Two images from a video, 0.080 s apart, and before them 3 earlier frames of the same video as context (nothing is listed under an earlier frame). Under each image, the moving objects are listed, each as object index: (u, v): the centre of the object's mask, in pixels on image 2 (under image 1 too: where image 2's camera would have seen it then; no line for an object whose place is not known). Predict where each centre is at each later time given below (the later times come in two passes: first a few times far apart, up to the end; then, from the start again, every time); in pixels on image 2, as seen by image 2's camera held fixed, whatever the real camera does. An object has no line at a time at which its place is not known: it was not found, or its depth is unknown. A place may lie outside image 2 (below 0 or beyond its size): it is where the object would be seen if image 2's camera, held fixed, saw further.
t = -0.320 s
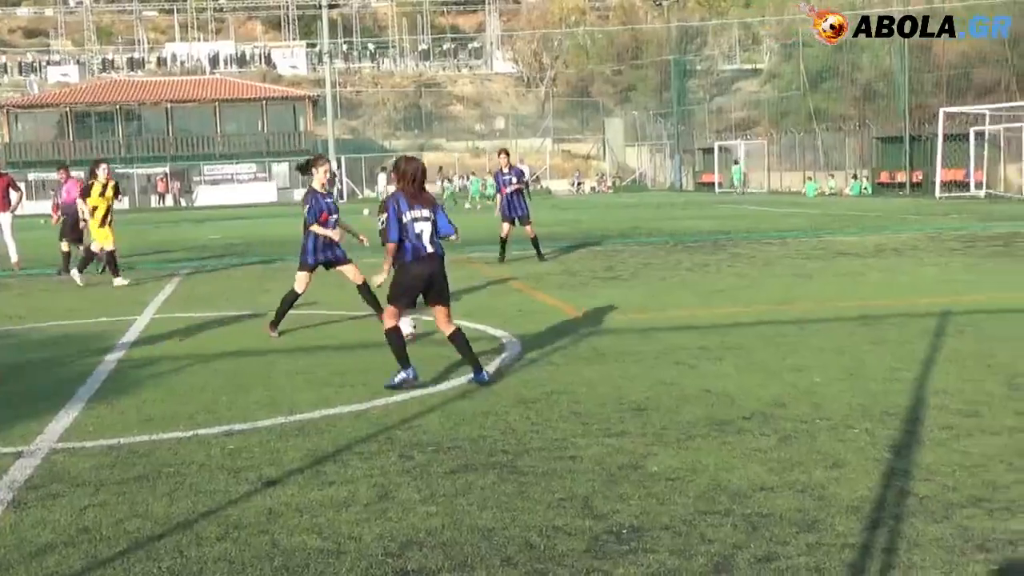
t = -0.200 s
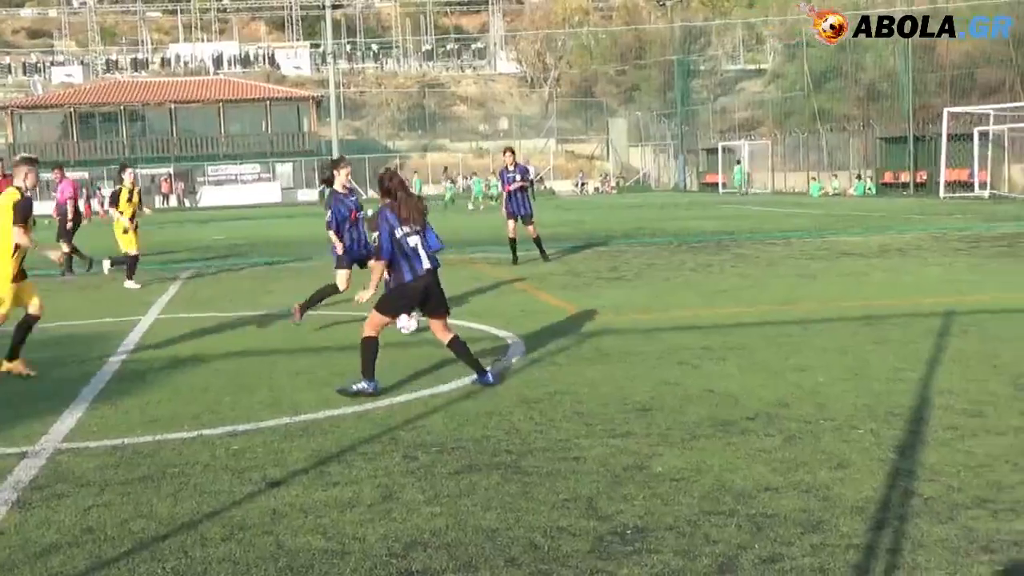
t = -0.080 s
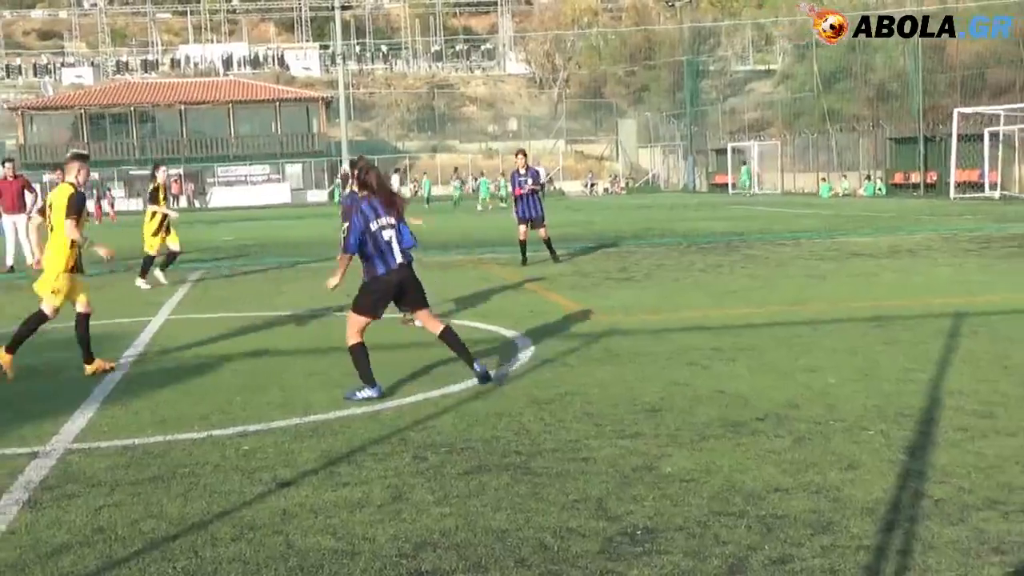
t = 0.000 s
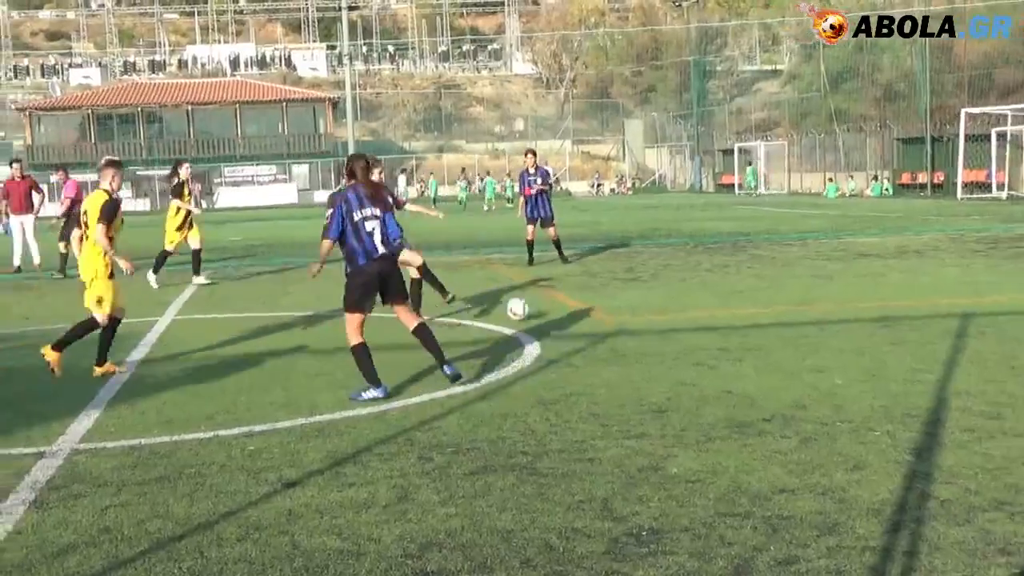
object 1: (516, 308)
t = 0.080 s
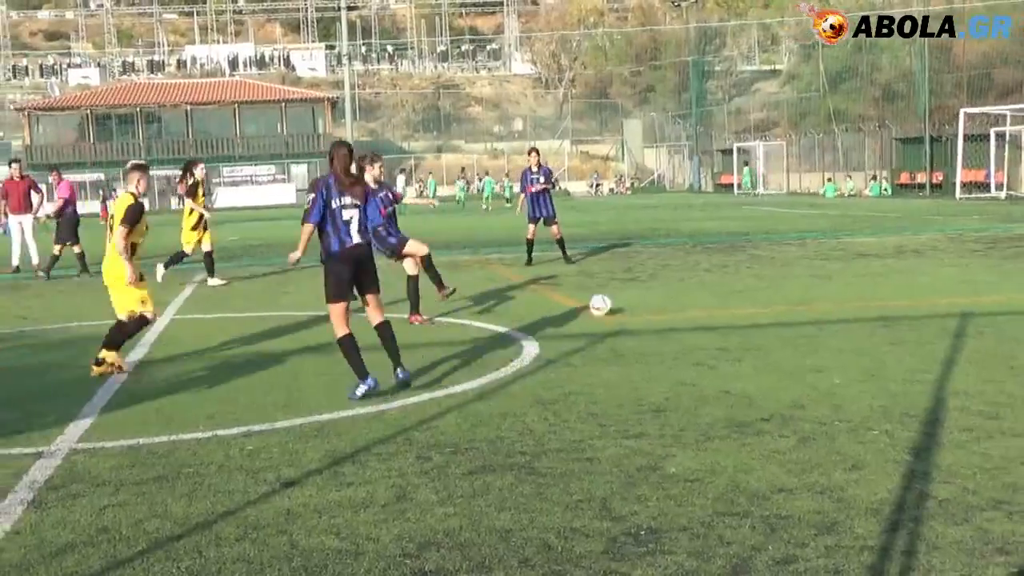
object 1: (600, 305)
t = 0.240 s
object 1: (741, 295)
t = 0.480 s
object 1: (908, 285)
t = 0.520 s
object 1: (932, 284)
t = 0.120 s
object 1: (638, 302)
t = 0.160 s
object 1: (674, 300)
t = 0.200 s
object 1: (708, 297)
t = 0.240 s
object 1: (741, 295)
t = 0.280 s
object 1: (772, 294)
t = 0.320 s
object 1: (802, 291)
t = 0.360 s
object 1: (830, 290)
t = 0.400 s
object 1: (857, 288)
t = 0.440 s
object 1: (883, 286)
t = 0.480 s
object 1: (908, 285)
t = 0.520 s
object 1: (932, 284)
